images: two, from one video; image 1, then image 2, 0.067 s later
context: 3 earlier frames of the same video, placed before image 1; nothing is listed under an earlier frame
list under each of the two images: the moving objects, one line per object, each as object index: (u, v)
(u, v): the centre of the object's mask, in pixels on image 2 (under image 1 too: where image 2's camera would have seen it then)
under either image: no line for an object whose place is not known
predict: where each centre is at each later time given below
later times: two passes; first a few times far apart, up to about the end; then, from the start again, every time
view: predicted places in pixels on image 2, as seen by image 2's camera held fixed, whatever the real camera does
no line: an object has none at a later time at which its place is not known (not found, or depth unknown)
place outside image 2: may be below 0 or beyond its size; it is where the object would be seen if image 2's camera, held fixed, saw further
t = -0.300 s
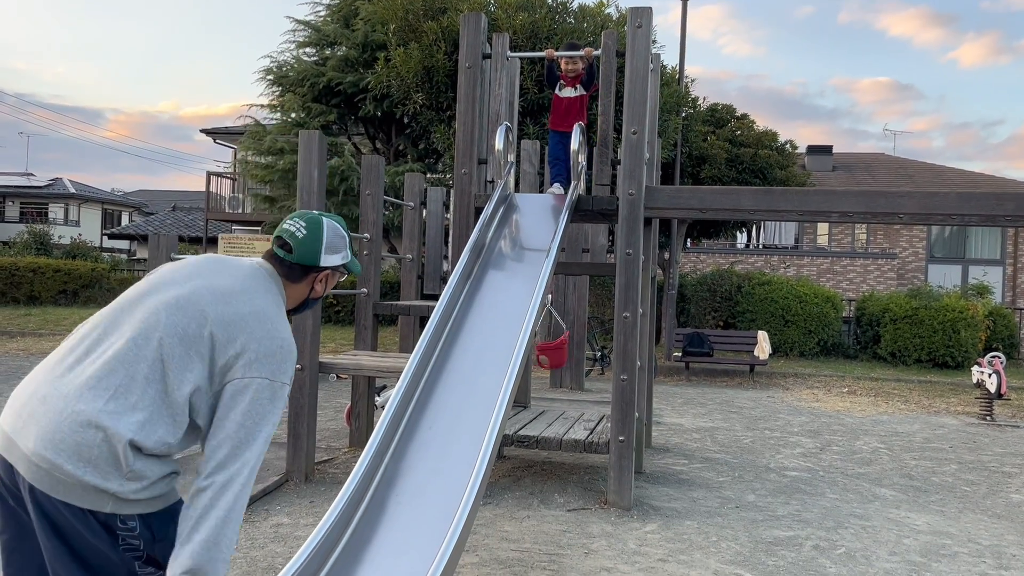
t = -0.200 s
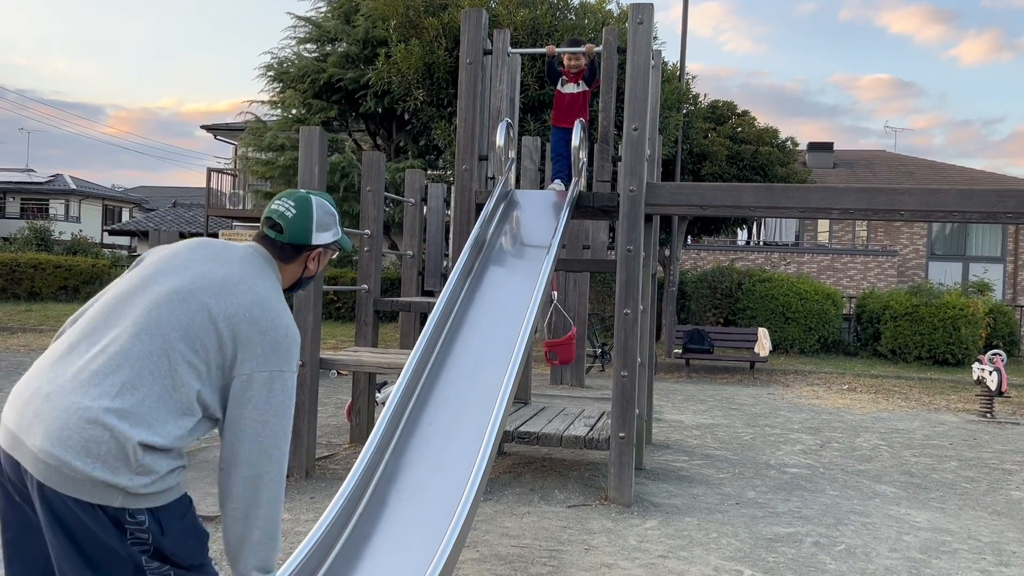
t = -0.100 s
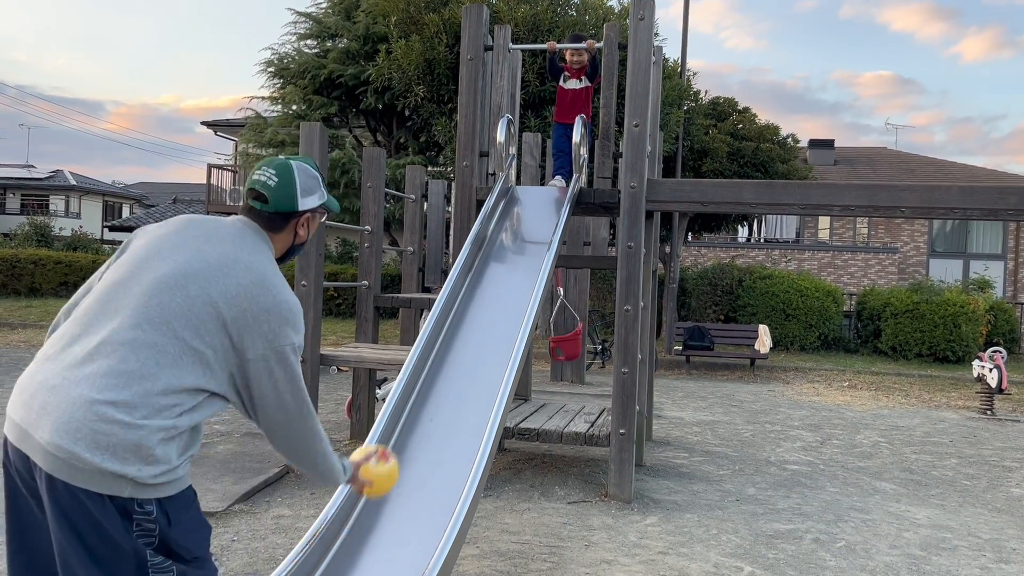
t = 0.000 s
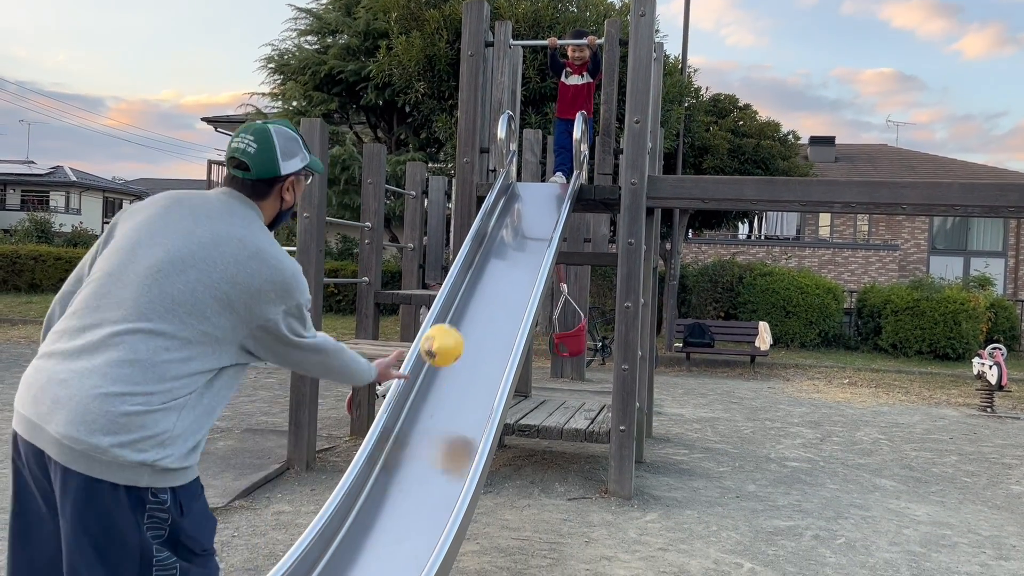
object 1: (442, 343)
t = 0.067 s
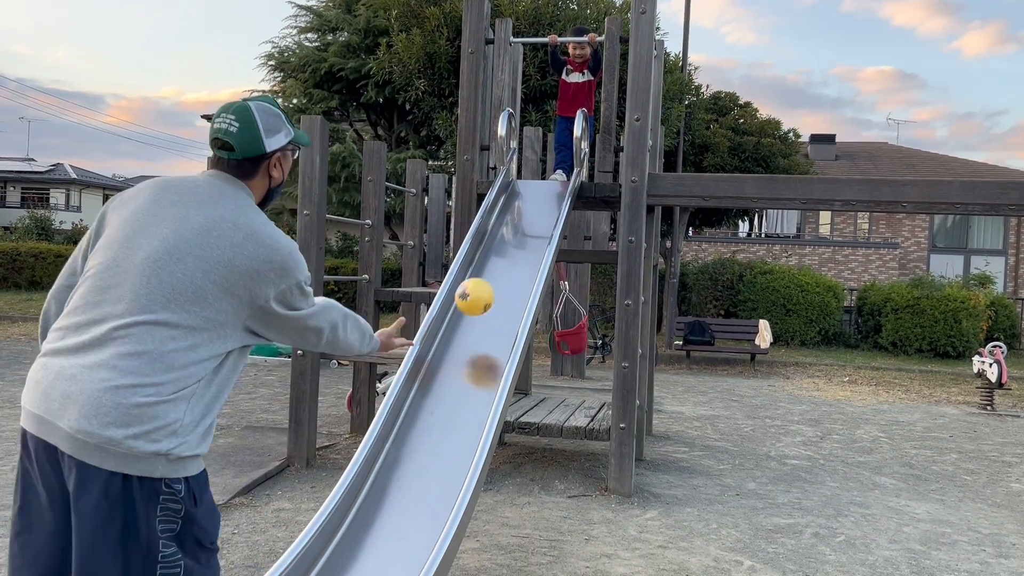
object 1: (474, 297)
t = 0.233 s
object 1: (517, 228)
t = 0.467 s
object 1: (543, 190)
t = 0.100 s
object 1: (488, 281)
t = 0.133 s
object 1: (500, 271)
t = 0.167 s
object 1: (508, 258)
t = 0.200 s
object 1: (512, 241)
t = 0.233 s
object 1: (517, 228)
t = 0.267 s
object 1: (521, 217)
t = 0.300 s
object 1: (526, 209)
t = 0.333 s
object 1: (529, 202)
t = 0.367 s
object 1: (533, 197)
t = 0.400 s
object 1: (537, 195)
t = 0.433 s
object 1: (539, 196)
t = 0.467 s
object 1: (543, 190)
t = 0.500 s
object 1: (545, 181)
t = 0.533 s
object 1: (548, 176)
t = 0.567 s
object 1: (550, 172)
